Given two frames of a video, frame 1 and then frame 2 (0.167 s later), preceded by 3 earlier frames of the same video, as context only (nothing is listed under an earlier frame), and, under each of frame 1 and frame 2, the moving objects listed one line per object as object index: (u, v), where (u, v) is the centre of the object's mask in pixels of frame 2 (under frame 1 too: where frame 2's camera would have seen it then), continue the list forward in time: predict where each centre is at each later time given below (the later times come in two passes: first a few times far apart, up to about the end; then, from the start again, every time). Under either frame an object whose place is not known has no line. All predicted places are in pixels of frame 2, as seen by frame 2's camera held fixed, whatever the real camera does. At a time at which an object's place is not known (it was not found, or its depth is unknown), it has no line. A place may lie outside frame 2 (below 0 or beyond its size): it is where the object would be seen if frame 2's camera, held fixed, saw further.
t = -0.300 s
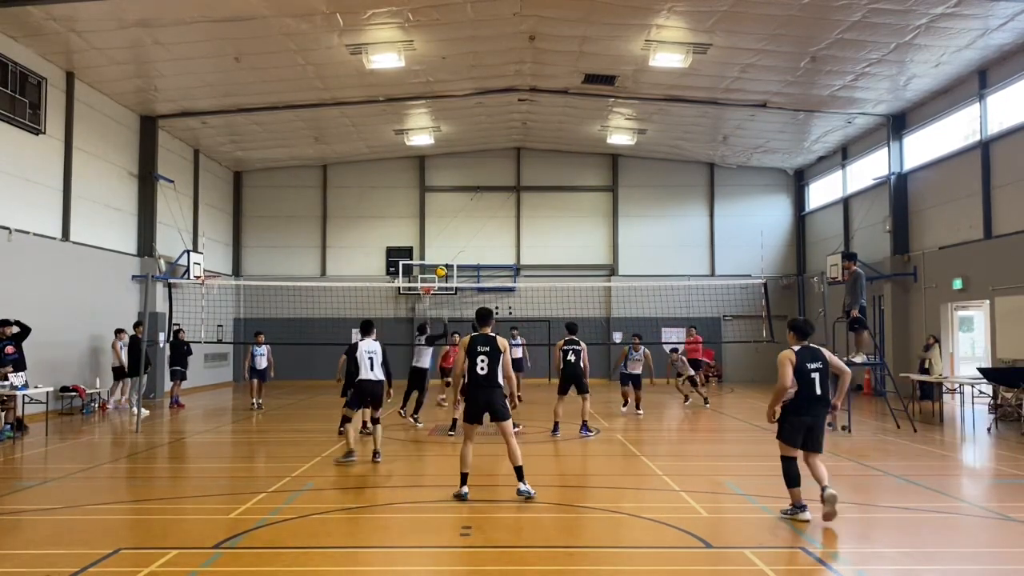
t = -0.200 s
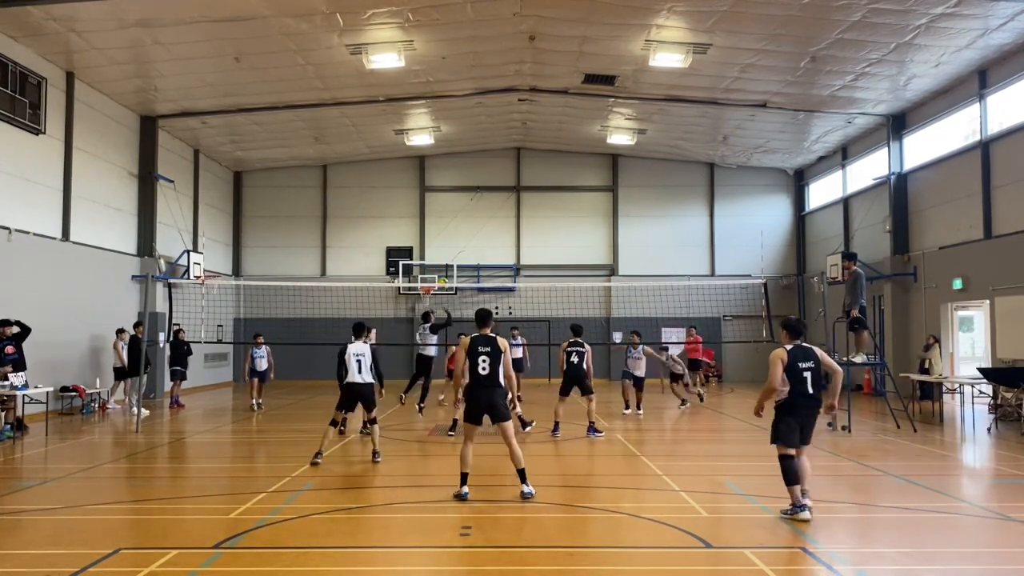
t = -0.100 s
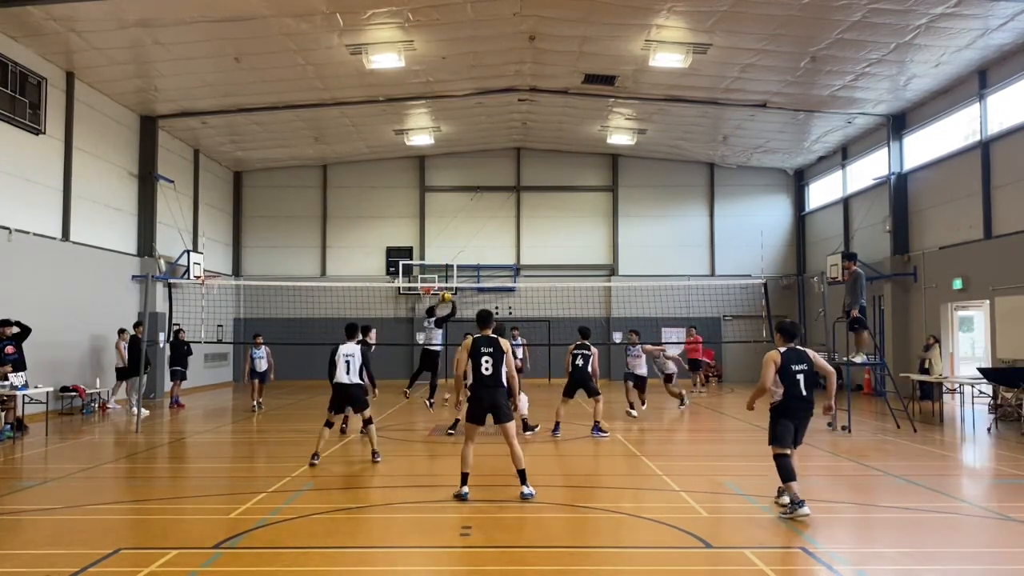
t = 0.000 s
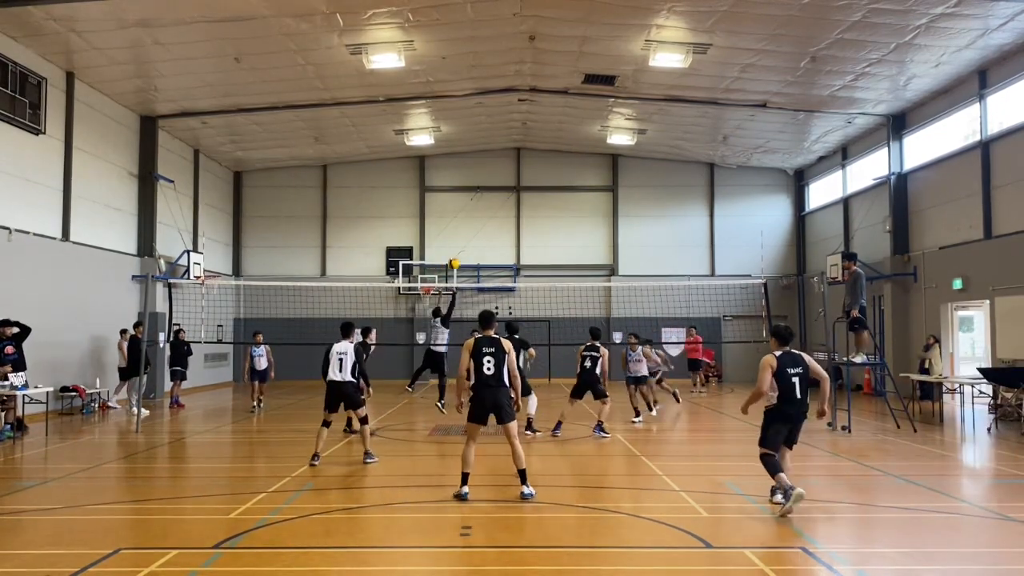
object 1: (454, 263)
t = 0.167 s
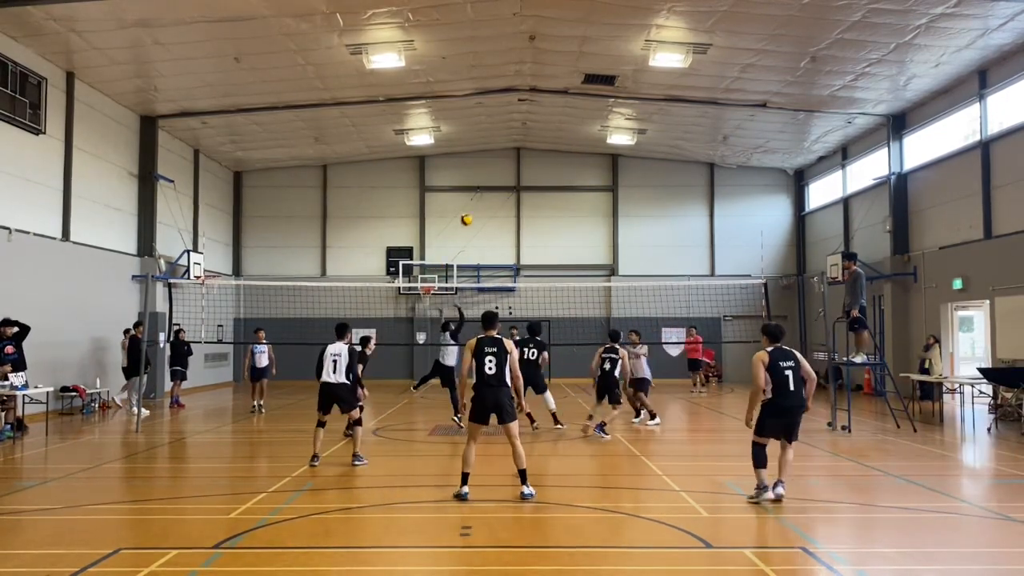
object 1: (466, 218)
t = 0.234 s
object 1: (471, 206)
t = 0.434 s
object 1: (485, 183)
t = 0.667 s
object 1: (501, 184)
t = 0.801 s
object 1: (510, 199)
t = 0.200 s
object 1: (468, 212)
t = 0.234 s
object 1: (471, 206)
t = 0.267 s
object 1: (473, 201)
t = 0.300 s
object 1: (476, 196)
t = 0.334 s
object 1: (479, 192)
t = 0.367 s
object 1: (480, 188)
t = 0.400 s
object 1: (483, 185)
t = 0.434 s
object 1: (485, 183)
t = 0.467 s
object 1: (487, 182)
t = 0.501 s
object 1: (490, 180)
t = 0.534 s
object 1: (492, 180)
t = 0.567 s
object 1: (494, 180)
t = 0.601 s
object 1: (496, 181)
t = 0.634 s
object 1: (499, 182)
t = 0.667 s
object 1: (501, 184)
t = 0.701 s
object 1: (503, 187)
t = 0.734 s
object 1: (505, 190)
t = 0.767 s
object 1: (507, 194)
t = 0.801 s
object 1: (510, 199)
